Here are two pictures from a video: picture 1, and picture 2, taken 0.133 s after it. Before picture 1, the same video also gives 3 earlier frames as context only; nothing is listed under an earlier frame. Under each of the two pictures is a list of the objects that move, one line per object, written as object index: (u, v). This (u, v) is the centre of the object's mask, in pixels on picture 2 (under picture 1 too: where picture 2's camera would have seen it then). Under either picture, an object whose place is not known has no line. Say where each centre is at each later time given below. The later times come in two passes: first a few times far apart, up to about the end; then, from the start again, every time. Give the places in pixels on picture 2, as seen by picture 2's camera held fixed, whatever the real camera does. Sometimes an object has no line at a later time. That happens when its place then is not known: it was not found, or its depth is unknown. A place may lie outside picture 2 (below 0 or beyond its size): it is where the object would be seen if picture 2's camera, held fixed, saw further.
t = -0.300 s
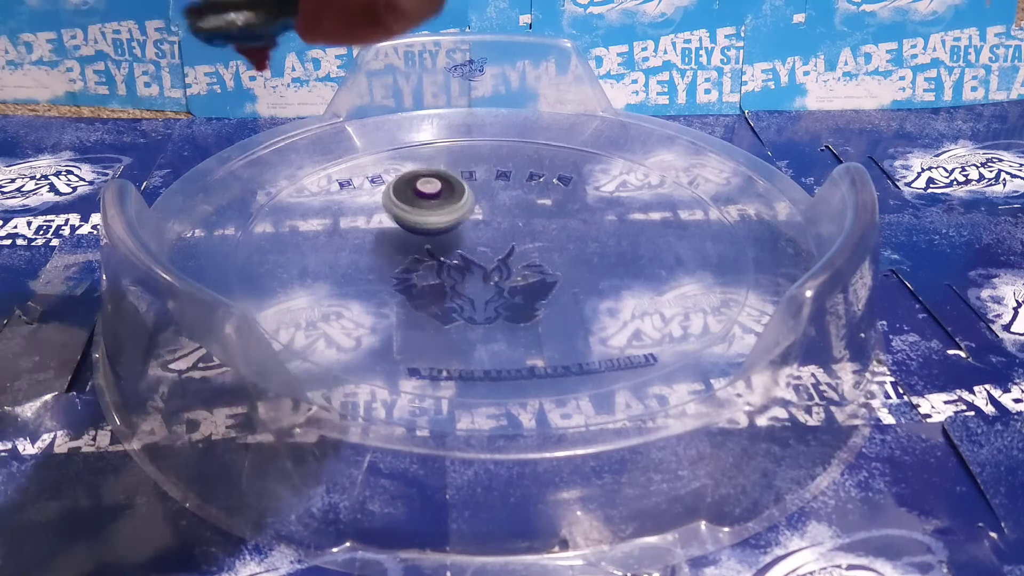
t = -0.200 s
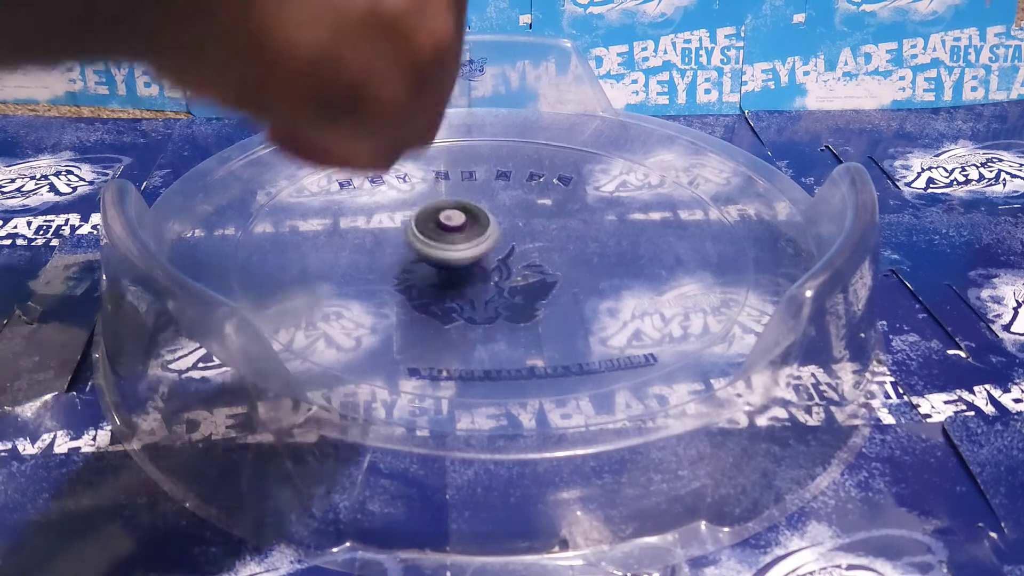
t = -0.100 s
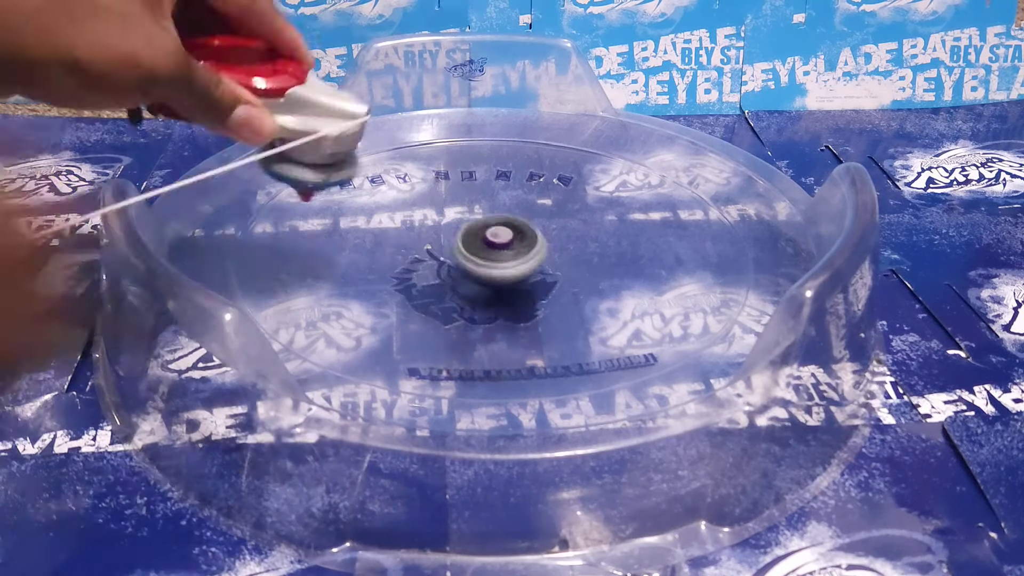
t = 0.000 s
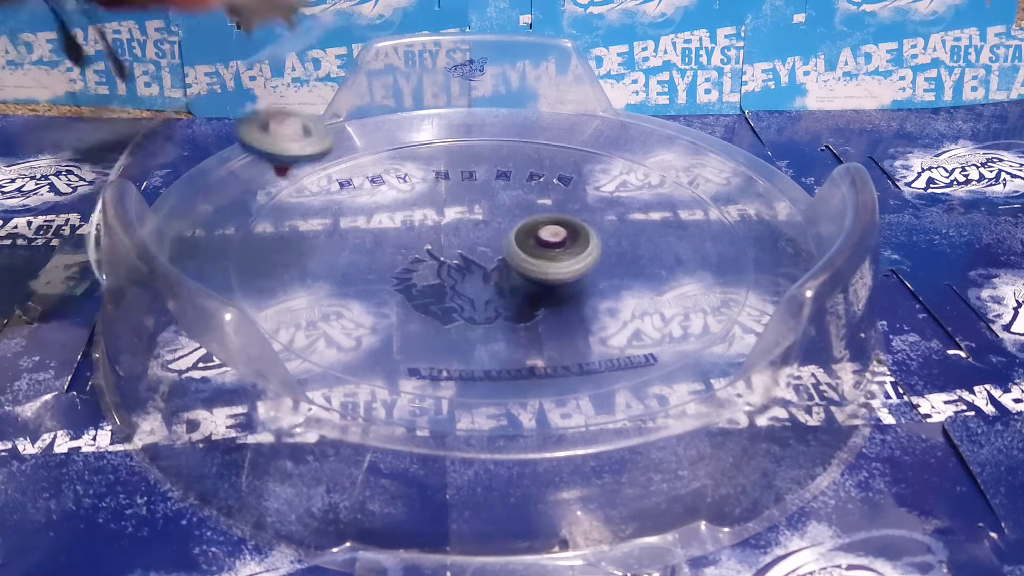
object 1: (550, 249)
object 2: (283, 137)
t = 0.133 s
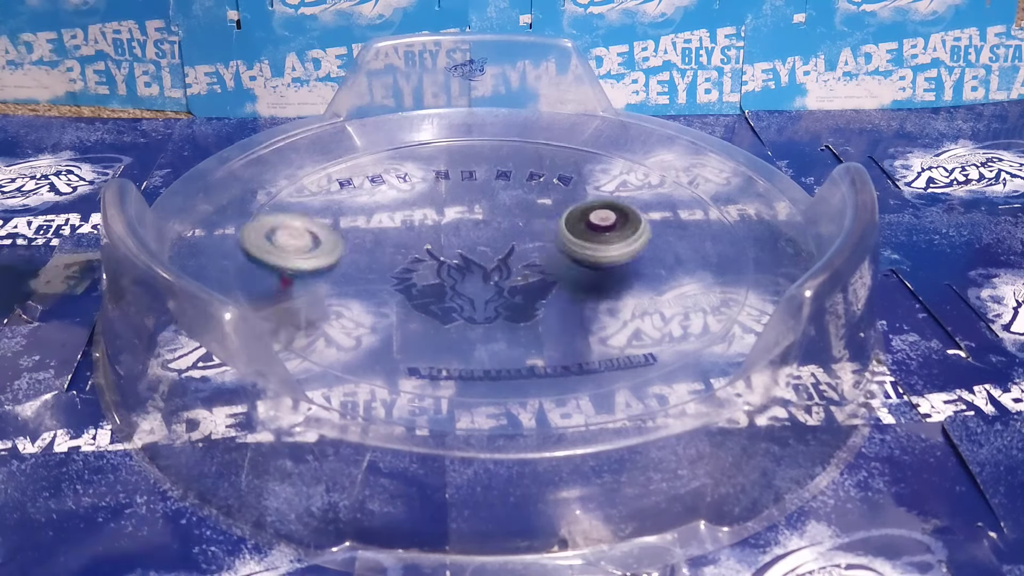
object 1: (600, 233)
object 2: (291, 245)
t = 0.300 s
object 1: (600, 205)
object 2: (590, 275)
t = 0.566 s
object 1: (471, 179)
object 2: (649, 106)
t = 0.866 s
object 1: (459, 285)
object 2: (423, 212)
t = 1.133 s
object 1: (642, 324)
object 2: (708, 241)
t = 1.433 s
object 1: (698, 267)
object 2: (477, 143)
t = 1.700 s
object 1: (542, 234)
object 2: (560, 338)
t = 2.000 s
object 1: (393, 275)
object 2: (579, 178)
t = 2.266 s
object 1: (435, 328)
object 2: (240, 273)
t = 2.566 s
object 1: (548, 254)
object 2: (732, 292)
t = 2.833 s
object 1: (449, 199)
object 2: (486, 124)
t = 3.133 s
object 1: (336, 217)
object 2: (326, 316)
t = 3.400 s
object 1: (418, 264)
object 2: (707, 229)
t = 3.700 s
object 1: (494, 210)
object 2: (319, 144)
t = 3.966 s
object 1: (456, 186)
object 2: (487, 345)
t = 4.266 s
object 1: (467, 223)
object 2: (633, 138)
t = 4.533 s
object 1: (556, 225)
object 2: (283, 176)
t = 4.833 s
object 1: (550, 201)
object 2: (639, 313)
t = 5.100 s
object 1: (521, 240)
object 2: (599, 131)
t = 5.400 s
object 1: (576, 268)
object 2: (301, 240)
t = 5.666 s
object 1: (586, 245)
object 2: (689, 307)
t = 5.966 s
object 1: (500, 263)
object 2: (538, 151)
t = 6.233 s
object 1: (504, 298)
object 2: (311, 270)
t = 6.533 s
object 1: (517, 276)
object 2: (672, 280)
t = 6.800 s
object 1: (448, 272)
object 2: (448, 165)
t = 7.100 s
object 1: (456, 272)
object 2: (377, 315)
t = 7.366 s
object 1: (437, 255)
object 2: (636, 234)
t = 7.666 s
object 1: (440, 241)
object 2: (396, 163)
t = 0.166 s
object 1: (606, 227)
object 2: (326, 270)
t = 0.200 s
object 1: (609, 222)
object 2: (384, 292)
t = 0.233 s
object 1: (609, 217)
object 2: (456, 301)
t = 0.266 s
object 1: (606, 211)
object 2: (529, 295)
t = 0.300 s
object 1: (600, 205)
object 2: (590, 275)
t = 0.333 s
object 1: (594, 197)
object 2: (631, 245)
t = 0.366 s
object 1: (580, 188)
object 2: (665, 219)
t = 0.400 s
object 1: (561, 177)
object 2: (700, 211)
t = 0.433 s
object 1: (541, 170)
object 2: (717, 190)
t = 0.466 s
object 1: (524, 167)
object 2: (713, 163)
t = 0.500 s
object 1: (504, 168)
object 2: (696, 147)
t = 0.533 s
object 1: (488, 172)
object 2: (679, 129)
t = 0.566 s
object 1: (471, 179)
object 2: (649, 106)
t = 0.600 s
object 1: (457, 189)
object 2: (609, 83)
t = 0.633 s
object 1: (445, 198)
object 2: (584, 70)
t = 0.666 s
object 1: (436, 209)
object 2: (556, 76)
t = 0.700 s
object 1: (431, 221)
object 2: (527, 100)
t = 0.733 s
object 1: (431, 232)
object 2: (496, 143)
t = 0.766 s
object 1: (432, 243)
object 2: (468, 157)
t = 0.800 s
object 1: (436, 255)
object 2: (439, 185)
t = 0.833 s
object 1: (444, 266)
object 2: (425, 209)
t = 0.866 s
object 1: (459, 285)
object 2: (423, 212)
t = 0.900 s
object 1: (479, 301)
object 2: (420, 224)
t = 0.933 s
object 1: (500, 315)
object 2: (433, 235)
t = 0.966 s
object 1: (523, 323)
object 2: (454, 249)
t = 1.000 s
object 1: (547, 326)
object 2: (486, 269)
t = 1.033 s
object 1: (573, 328)
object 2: (530, 278)
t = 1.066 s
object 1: (600, 326)
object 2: (590, 275)
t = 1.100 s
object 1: (621, 327)
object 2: (657, 265)
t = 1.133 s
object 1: (642, 324)
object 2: (708, 241)
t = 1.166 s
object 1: (657, 320)
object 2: (739, 211)
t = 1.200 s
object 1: (670, 316)
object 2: (728, 185)
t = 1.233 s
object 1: (685, 311)
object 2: (710, 167)
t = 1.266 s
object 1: (694, 305)
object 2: (690, 147)
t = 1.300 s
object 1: (700, 297)
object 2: (659, 132)
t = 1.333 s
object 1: (705, 290)
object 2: (621, 124)
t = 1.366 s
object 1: (706, 282)
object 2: (576, 121)
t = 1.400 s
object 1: (704, 275)
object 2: (526, 130)
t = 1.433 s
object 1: (698, 267)
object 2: (477, 143)
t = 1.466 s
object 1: (688, 262)
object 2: (428, 166)
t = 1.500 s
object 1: (675, 256)
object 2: (390, 192)
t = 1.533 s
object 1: (659, 250)
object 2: (363, 225)
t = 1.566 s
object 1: (640, 245)
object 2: (358, 261)
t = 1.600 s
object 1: (617, 241)
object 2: (375, 296)
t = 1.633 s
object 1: (592, 239)
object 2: (421, 323)
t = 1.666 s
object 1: (566, 236)
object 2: (488, 347)
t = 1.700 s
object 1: (542, 234)
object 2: (560, 338)
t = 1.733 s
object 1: (517, 235)
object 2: (628, 329)
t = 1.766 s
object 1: (496, 237)
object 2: (688, 321)
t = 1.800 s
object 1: (476, 239)
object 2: (726, 302)
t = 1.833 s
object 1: (460, 243)
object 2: (736, 279)
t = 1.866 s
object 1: (442, 248)
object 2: (731, 256)
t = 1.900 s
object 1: (431, 253)
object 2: (715, 237)
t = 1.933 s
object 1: (417, 259)
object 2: (682, 213)
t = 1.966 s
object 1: (403, 267)
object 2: (635, 193)
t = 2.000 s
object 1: (393, 275)
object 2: (579, 178)
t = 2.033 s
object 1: (384, 285)
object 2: (518, 169)
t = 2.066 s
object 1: (380, 293)
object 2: (454, 167)
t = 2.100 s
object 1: (380, 301)
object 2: (389, 170)
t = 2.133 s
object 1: (385, 309)
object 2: (329, 180)
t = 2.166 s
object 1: (393, 315)
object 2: (276, 195)
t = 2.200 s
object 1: (405, 322)
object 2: (240, 215)
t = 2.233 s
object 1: (419, 325)
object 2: (237, 245)
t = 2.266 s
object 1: (435, 328)
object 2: (240, 273)
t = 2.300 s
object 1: (451, 328)
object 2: (270, 296)
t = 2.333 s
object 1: (467, 326)
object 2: (314, 325)
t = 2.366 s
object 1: (484, 323)
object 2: (383, 343)
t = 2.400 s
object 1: (507, 310)
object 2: (459, 349)
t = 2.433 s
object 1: (518, 299)
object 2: (528, 356)
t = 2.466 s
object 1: (534, 290)
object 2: (595, 351)
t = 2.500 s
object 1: (543, 276)
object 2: (659, 335)
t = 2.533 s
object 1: (548, 264)
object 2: (709, 314)
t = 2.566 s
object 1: (548, 254)
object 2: (732, 292)
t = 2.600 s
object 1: (544, 241)
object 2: (750, 262)
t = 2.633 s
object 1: (536, 231)
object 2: (746, 229)
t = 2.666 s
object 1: (526, 223)
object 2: (727, 206)
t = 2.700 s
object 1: (512, 215)
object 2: (691, 181)
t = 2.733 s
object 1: (498, 212)
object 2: (646, 160)
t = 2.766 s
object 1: (482, 206)
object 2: (598, 143)
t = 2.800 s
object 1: (466, 203)
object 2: (542, 131)
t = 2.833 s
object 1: (449, 199)
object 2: (486, 124)
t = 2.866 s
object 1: (431, 197)
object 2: (429, 121)
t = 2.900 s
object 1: (413, 195)
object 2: (370, 125)
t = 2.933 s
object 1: (396, 195)
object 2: (323, 141)
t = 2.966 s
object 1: (380, 195)
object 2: (284, 161)
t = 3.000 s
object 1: (366, 198)
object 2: (256, 190)
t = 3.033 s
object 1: (354, 200)
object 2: (244, 218)
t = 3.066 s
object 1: (345, 204)
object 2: (247, 250)
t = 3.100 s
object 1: (339, 210)
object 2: (276, 285)
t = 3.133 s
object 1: (336, 217)
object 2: (326, 316)
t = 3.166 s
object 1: (336, 225)
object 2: (395, 341)
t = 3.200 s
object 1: (339, 233)
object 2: (474, 349)
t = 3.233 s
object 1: (345, 242)
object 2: (550, 347)
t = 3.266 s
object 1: (351, 248)
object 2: (601, 340)
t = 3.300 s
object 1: (364, 255)
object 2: (657, 318)
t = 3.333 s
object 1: (379, 260)
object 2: (694, 291)
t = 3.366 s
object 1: (398, 263)
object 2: (710, 259)
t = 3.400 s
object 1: (418, 264)
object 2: (707, 229)
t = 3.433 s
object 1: (436, 262)
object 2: (687, 198)
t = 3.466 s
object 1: (452, 258)
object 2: (657, 171)
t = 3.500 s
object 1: (467, 253)
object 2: (615, 149)
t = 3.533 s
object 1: (478, 246)
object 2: (572, 131)
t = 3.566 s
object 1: (486, 238)
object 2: (522, 118)
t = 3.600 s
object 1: (490, 231)
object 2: (469, 111)
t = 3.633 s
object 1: (494, 224)
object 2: (416, 118)
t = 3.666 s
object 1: (495, 217)
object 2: (367, 126)
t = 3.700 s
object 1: (494, 210)
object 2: (319, 144)
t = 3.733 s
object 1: (493, 206)
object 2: (282, 168)
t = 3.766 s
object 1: (489, 201)
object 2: (253, 197)
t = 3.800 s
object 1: (485, 197)
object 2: (245, 231)
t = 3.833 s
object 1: (481, 194)
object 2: (260, 269)
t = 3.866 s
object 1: (475, 190)
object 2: (302, 303)
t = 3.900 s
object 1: (469, 187)
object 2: (361, 327)
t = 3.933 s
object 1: (464, 186)
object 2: (413, 340)
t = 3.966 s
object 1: (456, 186)
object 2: (487, 345)
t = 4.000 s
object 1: (448, 186)
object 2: (561, 339)
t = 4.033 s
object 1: (445, 188)
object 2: (628, 322)
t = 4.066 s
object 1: (441, 192)
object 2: (678, 298)
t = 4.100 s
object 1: (437, 197)
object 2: (711, 268)
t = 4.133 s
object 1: (436, 202)
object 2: (725, 234)
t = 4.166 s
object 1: (440, 208)
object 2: (724, 204)
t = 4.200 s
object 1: (446, 214)
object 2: (705, 178)
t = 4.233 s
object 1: (456, 219)
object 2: (676, 152)
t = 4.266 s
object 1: (467, 223)
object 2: (633, 138)
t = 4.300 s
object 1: (480, 226)
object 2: (588, 125)
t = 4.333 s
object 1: (494, 228)
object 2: (538, 118)
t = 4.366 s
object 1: (504, 227)
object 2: (486, 115)
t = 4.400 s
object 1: (516, 229)
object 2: (435, 118)
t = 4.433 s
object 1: (527, 229)
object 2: (383, 127)
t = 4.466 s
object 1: (537, 228)
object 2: (341, 139)
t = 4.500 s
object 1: (544, 227)
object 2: (308, 154)
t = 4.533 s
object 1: (556, 225)
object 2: (283, 176)
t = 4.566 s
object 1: (564, 222)
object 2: (272, 201)
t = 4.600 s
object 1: (569, 217)
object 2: (272, 230)
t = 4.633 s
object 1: (573, 214)
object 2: (283, 255)
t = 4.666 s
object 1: (574, 210)
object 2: (316, 285)
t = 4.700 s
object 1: (573, 206)
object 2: (367, 311)
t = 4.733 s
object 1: (572, 203)
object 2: (432, 327)
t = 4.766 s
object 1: (568, 201)
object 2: (504, 331)
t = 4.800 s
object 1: (557, 200)
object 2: (576, 327)
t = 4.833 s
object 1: (550, 201)
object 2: (639, 313)
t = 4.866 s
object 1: (538, 202)
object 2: (691, 289)
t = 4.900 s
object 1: (532, 206)
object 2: (724, 262)
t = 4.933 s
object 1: (525, 211)
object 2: (738, 232)
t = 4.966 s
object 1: (521, 217)
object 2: (735, 204)
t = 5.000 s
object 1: (519, 224)
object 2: (709, 181)
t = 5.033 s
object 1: (519, 230)
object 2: (680, 159)
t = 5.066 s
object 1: (518, 235)
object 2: (641, 143)
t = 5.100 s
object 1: (521, 240)
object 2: (599, 131)
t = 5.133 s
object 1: (524, 245)
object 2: (557, 122)
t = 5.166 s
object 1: (526, 249)
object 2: (513, 122)
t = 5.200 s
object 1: (527, 254)
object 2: (469, 125)
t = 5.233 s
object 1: (536, 258)
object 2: (425, 134)
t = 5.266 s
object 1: (544, 262)
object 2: (384, 144)
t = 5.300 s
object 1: (547, 265)
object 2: (355, 162)
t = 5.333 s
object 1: (557, 267)
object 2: (327, 185)
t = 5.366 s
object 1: (565, 269)
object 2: (306, 210)
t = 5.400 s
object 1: (576, 268)
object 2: (301, 240)
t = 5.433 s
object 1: (586, 269)
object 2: (312, 270)
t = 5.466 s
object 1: (594, 266)
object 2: (341, 299)
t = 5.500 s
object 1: (600, 263)
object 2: (390, 326)
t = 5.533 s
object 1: (608, 259)
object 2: (449, 336)
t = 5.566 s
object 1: (610, 254)
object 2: (514, 342)
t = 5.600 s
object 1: (608, 250)
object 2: (578, 342)
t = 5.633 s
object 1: (597, 246)
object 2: (639, 330)
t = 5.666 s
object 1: (586, 245)
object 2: (689, 307)
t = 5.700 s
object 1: (575, 244)
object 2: (722, 282)
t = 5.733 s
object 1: (567, 245)
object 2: (736, 255)
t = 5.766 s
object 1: (555, 246)
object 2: (735, 230)
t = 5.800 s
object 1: (545, 249)
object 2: (722, 206)
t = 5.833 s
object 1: (537, 250)
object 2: (696, 187)
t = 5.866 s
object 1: (528, 253)
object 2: (666, 173)
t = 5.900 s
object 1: (518, 255)
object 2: (627, 162)
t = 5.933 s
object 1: (508, 259)
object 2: (582, 153)
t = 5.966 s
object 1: (500, 263)
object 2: (538, 151)
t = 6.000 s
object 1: (496, 267)
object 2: (506, 156)
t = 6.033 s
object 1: (491, 272)
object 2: (464, 161)
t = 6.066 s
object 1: (489, 277)
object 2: (424, 169)
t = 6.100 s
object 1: (488, 281)
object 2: (384, 180)
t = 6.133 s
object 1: (490, 286)
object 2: (350, 197)
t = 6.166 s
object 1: (493, 292)
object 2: (323, 219)
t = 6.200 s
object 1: (497, 296)
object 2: (310, 244)
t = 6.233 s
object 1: (504, 298)
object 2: (311, 270)
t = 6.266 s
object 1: (512, 299)
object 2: (330, 295)
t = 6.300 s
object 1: (515, 298)
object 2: (364, 317)
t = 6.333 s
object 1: (523, 297)
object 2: (411, 335)
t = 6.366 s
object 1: (533, 293)
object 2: (466, 343)
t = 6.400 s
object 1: (536, 287)
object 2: (523, 346)
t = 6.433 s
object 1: (532, 284)
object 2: (574, 337)
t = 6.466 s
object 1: (530, 282)
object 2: (620, 322)
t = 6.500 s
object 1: (526, 278)
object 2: (653, 302)
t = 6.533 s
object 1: (517, 276)
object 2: (672, 280)
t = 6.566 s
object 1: (506, 272)
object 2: (677, 255)
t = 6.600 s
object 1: (499, 270)
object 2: (664, 230)
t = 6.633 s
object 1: (488, 269)
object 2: (642, 211)
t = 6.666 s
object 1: (481, 268)
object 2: (618, 196)
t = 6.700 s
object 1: (472, 268)
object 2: (580, 181)
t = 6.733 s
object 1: (462, 268)
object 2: (538, 171)
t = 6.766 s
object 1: (454, 270)
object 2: (495, 166)
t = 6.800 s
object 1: (448, 272)
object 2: (448, 165)
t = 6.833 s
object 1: (444, 275)
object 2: (402, 169)
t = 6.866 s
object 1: (443, 278)
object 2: (363, 177)
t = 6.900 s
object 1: (444, 279)
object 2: (327, 191)
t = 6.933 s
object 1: (447, 279)
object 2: (301, 209)
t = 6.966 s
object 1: (449, 278)
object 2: (288, 230)
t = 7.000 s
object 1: (451, 277)
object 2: (287, 253)
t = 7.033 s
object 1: (453, 273)
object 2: (303, 277)
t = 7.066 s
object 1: (454, 272)
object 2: (334, 299)
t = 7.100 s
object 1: (456, 272)
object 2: (377, 315)
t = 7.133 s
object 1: (455, 267)
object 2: (430, 324)
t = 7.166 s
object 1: (453, 266)
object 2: (485, 322)
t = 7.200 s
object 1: (451, 264)
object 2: (541, 319)
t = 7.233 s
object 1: (449, 262)
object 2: (584, 307)
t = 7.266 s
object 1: (445, 260)
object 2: (614, 290)
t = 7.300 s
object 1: (441, 257)
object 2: (631, 271)
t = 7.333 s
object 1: (438, 256)
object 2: (637, 250)
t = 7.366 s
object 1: (437, 255)
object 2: (636, 234)
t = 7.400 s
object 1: (437, 255)
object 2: (627, 216)
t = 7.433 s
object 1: (437, 254)
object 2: (609, 199)
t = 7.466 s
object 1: (437, 253)
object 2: (586, 184)
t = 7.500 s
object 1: (437, 251)
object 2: (559, 171)
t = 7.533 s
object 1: (437, 250)
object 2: (529, 162)
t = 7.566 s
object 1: (438, 249)
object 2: (497, 154)
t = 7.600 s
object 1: (438, 248)
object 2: (461, 154)
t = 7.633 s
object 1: (439, 245)
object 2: (429, 157)
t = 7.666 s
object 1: (440, 241)
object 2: (396, 163)
